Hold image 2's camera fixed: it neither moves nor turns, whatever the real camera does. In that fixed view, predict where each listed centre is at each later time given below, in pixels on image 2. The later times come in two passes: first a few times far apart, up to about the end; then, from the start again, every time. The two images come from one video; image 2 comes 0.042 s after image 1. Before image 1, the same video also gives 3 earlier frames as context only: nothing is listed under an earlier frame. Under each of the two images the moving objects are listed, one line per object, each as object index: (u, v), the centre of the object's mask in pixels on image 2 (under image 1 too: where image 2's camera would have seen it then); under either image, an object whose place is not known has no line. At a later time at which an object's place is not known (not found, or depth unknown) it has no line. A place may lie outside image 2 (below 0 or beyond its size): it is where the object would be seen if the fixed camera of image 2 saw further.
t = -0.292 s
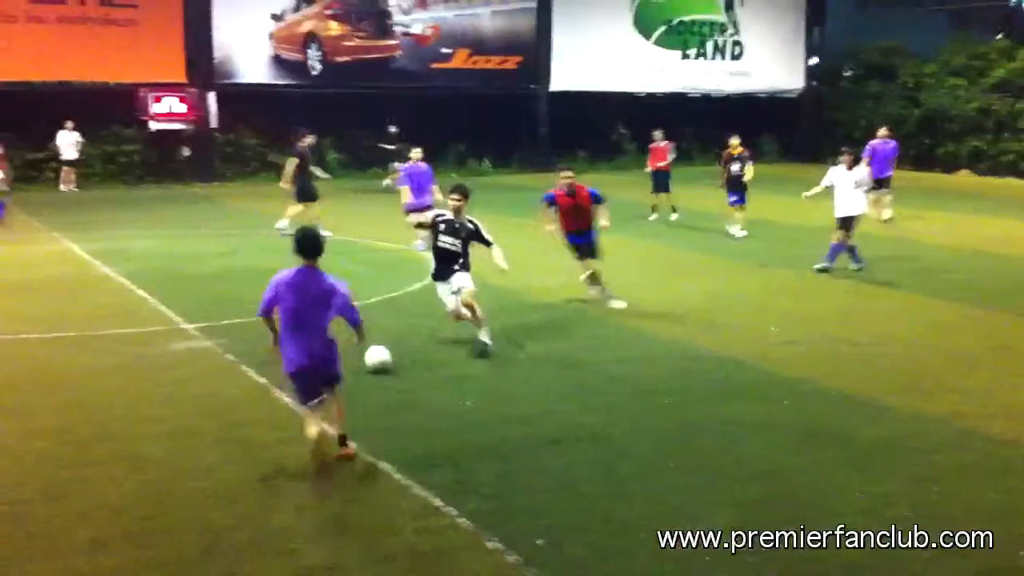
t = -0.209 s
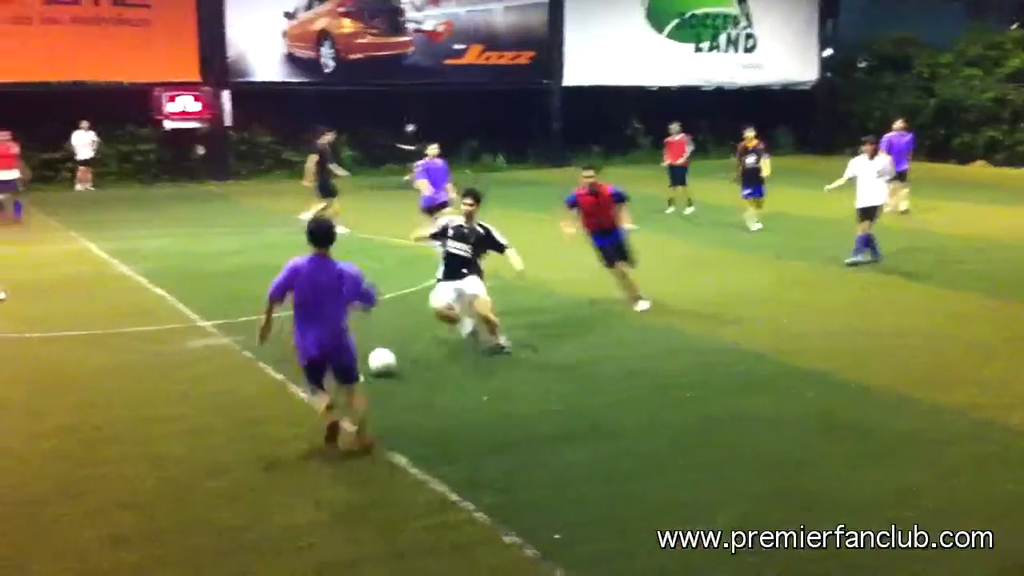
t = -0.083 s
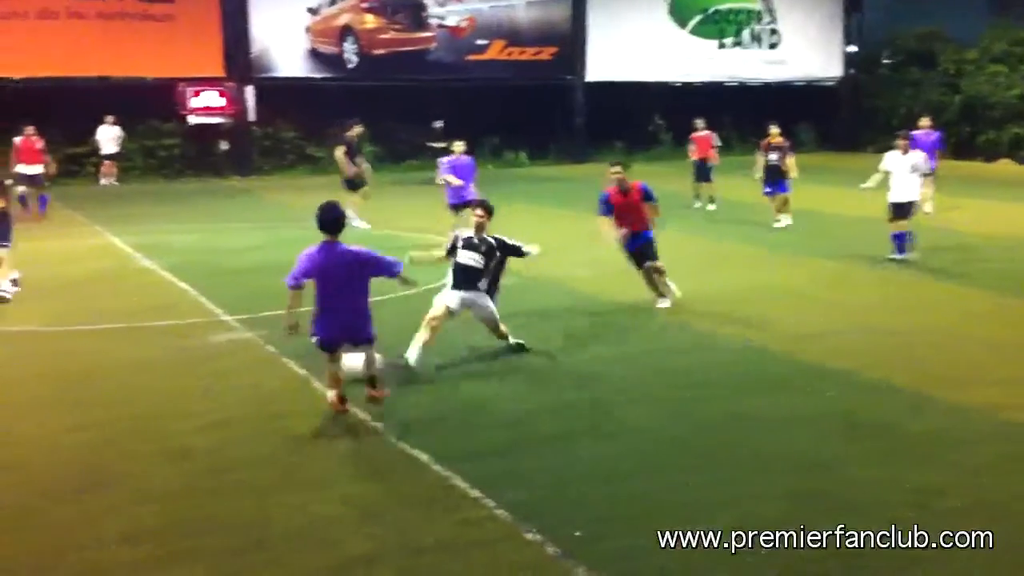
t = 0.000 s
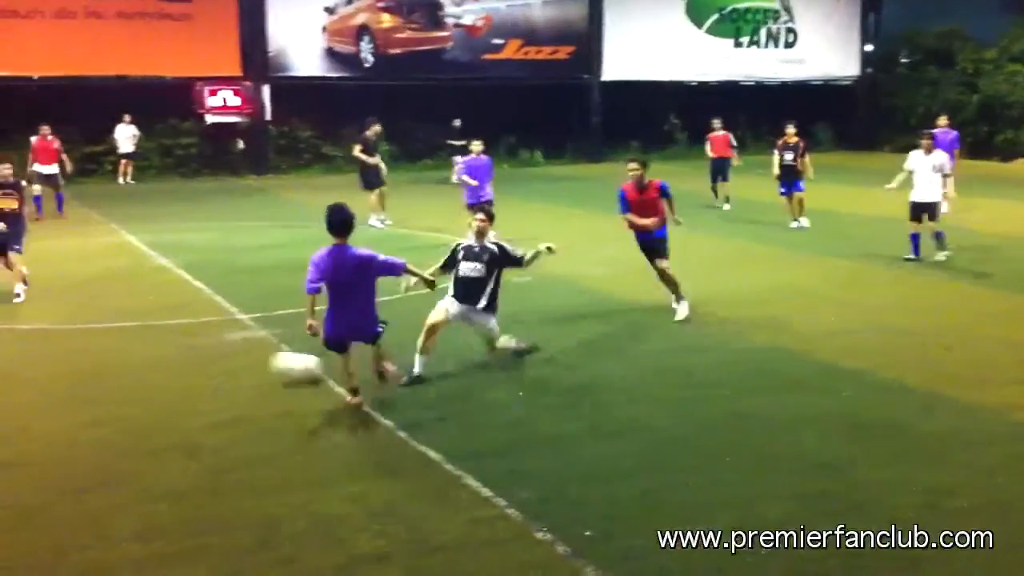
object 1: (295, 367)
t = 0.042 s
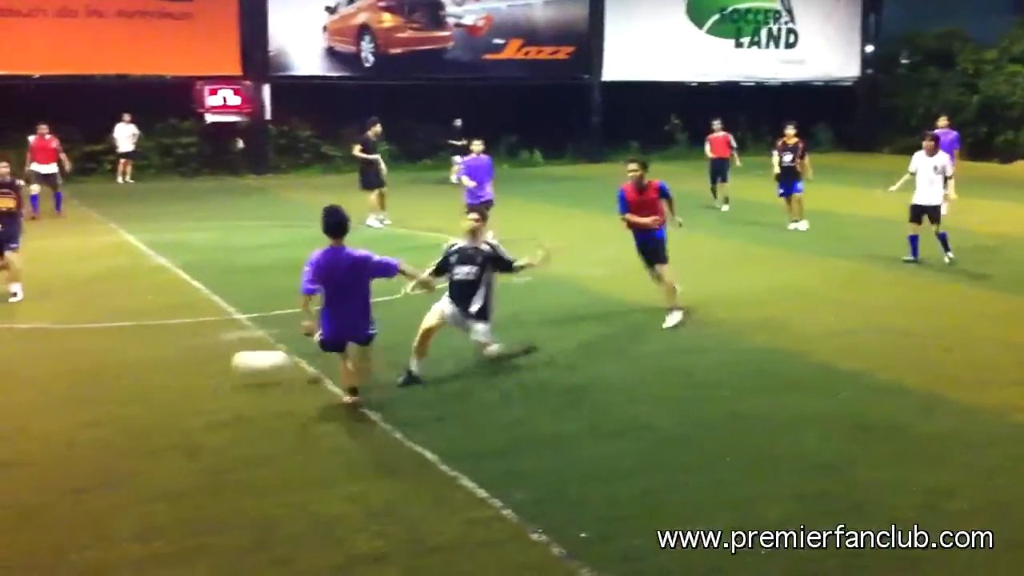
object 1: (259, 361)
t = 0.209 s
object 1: (124, 375)
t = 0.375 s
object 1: (12, 378)
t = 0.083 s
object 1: (226, 361)
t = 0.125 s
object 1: (194, 364)
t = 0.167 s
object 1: (158, 367)
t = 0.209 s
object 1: (124, 375)
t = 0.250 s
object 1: (93, 379)
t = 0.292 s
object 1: (65, 378)
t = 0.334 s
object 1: (34, 375)
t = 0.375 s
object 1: (12, 378)
